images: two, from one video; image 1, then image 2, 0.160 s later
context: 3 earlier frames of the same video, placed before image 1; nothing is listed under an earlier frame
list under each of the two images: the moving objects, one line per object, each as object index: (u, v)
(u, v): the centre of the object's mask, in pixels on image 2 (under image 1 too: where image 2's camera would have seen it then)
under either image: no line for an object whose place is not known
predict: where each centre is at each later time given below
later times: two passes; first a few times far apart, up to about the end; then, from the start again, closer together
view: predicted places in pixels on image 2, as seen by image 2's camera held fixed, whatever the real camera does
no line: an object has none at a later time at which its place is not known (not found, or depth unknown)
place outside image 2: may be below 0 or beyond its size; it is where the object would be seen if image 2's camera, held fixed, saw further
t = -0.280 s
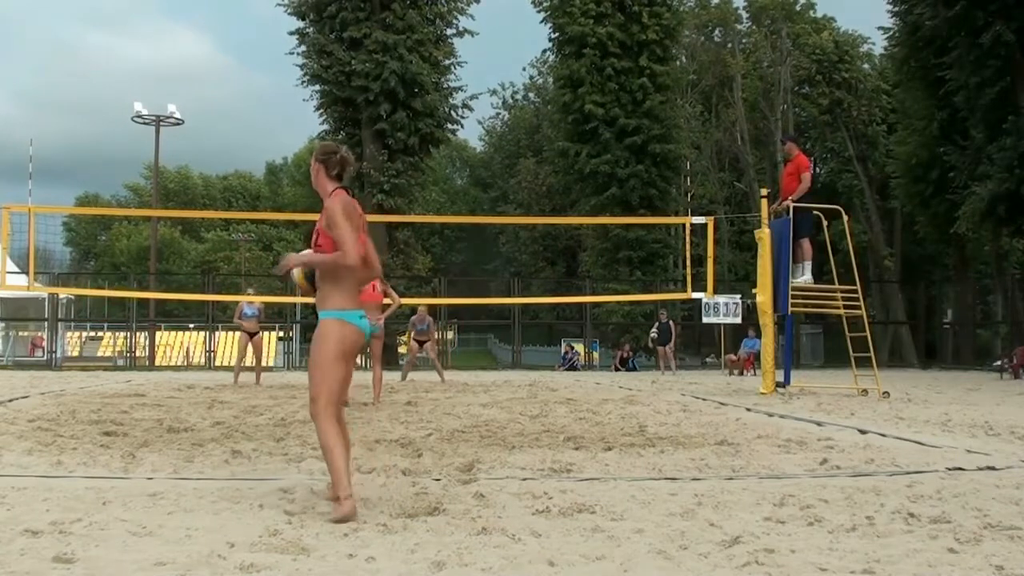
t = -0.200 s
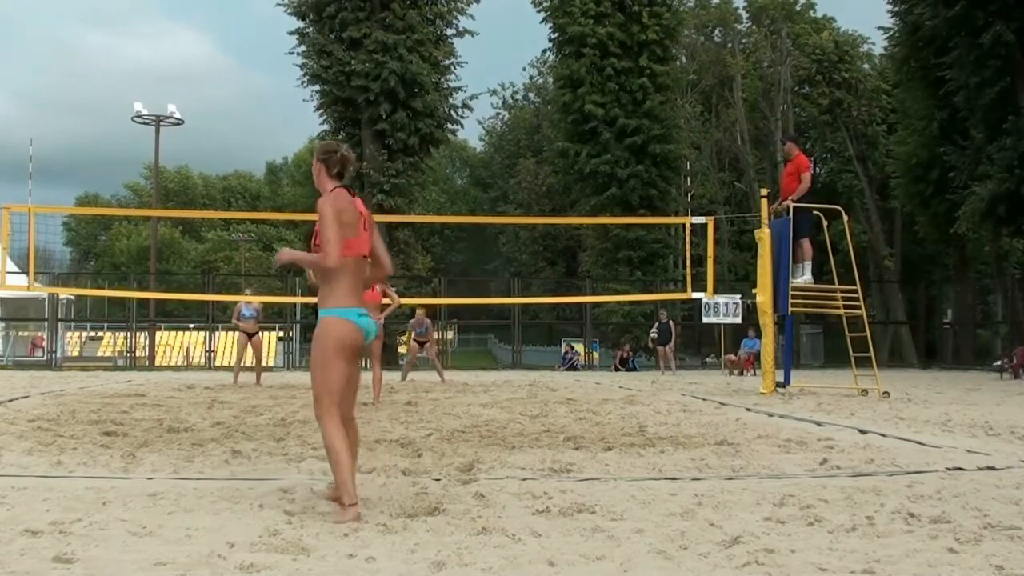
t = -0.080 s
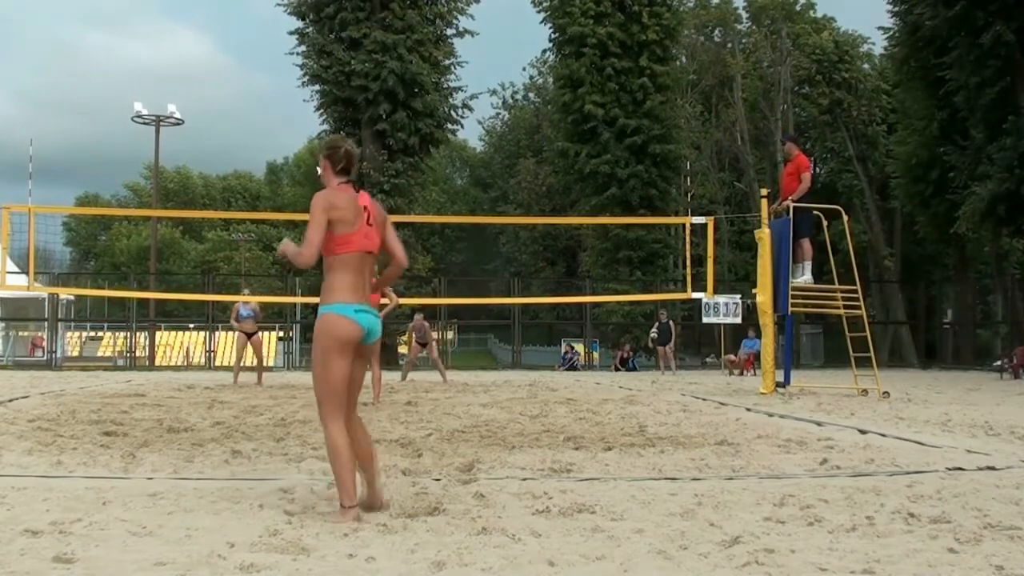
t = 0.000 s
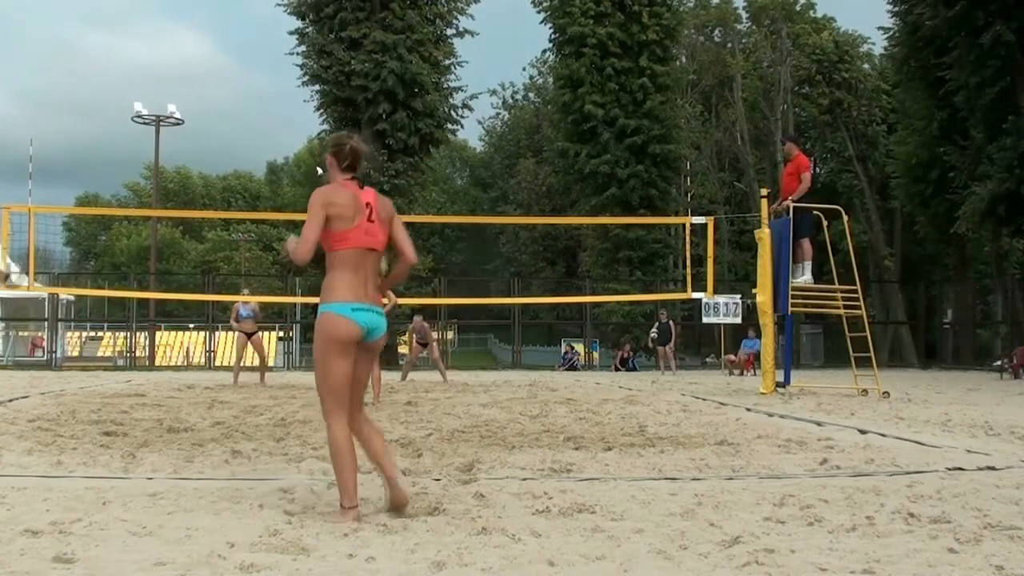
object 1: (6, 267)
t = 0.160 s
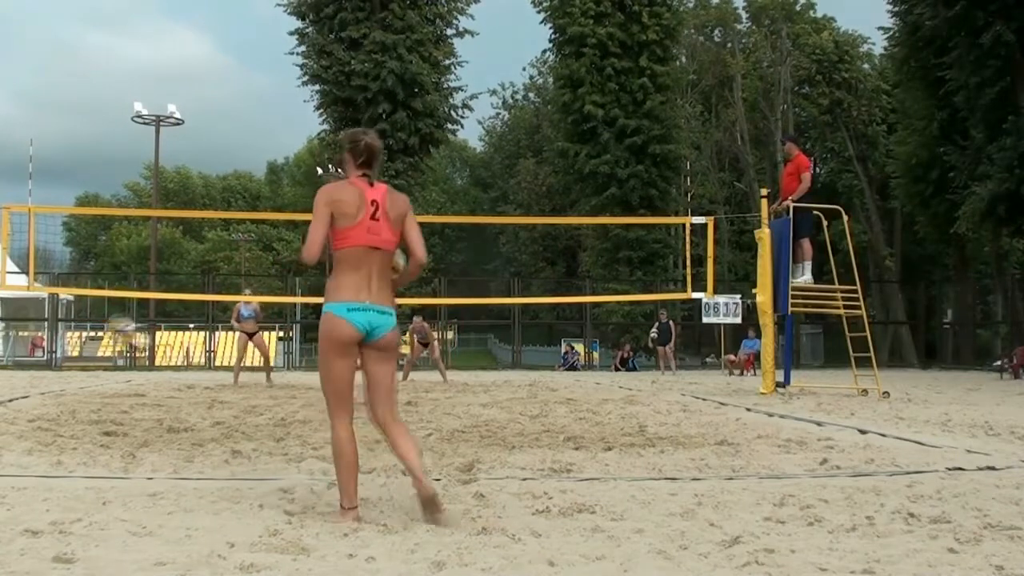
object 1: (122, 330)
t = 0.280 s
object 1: (236, 408)
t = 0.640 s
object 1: (510, 346)
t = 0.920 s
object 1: (745, 400)
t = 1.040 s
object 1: (849, 475)
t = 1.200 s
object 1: (996, 485)
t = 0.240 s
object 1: (208, 386)
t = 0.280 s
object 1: (236, 408)
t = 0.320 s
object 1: (276, 436)
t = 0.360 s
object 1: (305, 426)
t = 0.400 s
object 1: (333, 410)
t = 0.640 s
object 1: (510, 346)
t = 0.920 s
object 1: (745, 400)
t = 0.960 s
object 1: (778, 422)
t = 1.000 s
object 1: (816, 448)
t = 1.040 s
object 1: (849, 475)
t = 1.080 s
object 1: (884, 484)
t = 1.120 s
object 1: (923, 483)
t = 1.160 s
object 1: (959, 483)
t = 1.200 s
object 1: (996, 485)
